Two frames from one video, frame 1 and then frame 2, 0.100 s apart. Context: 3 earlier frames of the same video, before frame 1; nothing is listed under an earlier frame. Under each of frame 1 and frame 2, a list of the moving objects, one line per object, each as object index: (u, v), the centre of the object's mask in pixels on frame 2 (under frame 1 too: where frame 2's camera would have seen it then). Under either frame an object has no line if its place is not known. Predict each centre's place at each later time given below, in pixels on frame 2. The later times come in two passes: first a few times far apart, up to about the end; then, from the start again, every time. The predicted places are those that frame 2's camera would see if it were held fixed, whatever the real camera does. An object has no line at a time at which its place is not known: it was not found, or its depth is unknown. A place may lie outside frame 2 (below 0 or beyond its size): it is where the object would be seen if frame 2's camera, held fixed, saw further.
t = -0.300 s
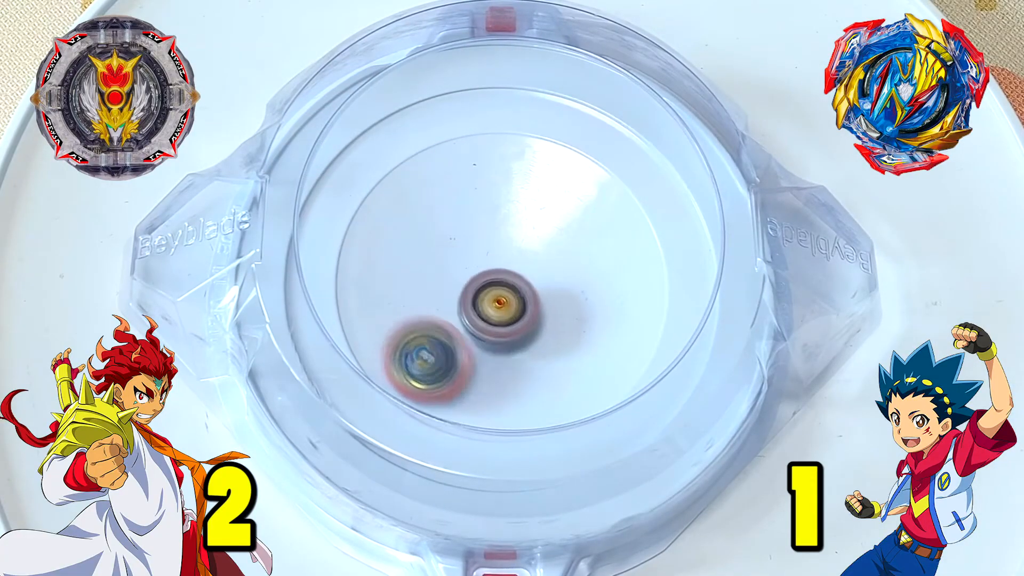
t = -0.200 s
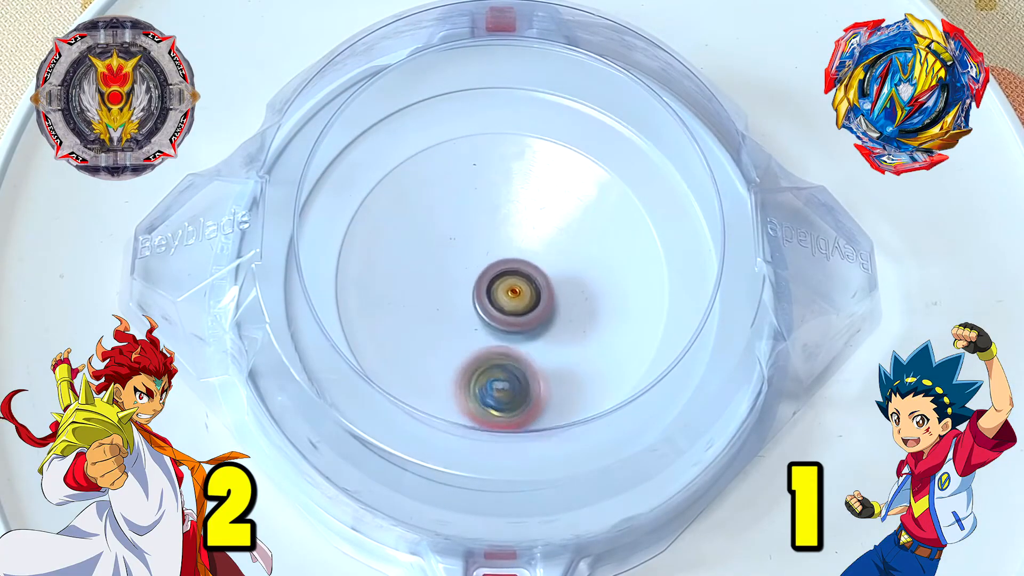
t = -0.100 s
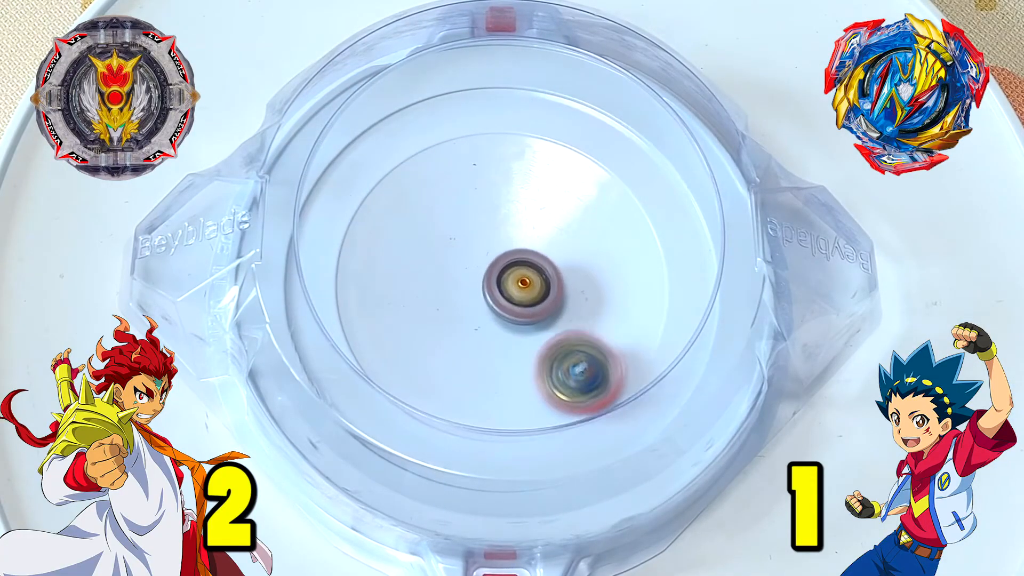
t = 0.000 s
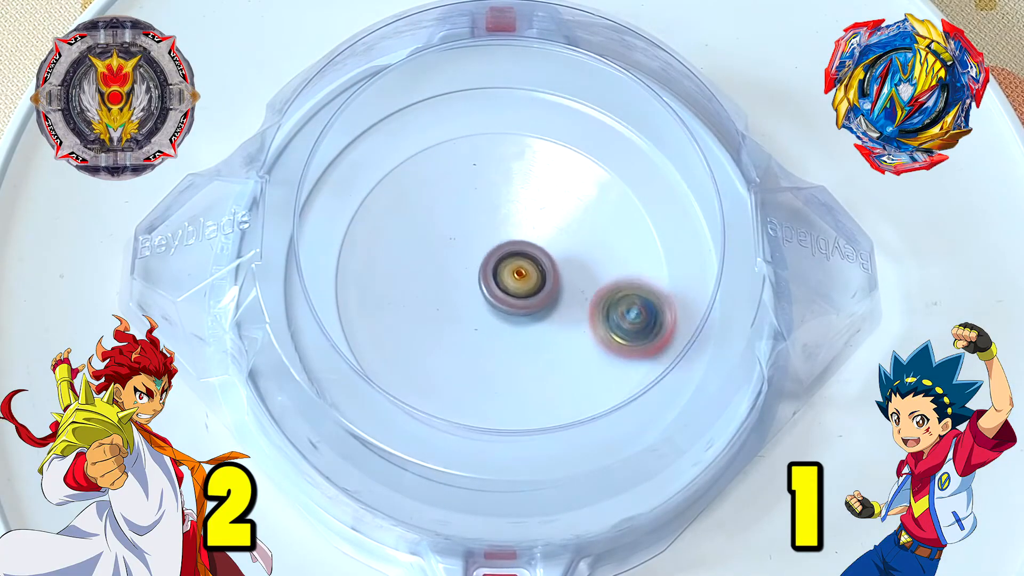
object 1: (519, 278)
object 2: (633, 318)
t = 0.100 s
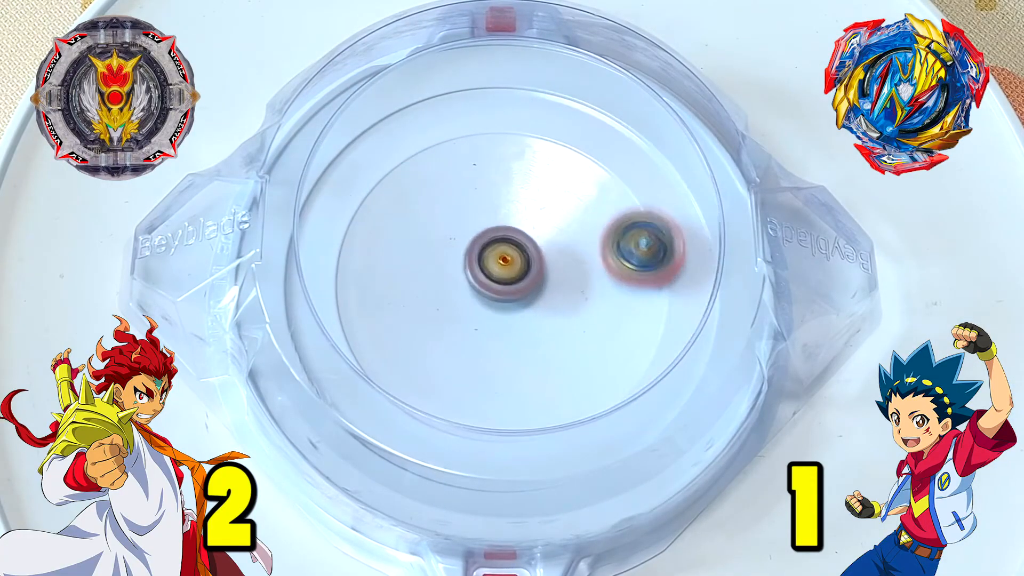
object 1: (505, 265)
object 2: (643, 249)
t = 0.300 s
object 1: (469, 260)
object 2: (550, 153)
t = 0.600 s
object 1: (495, 293)
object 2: (375, 254)
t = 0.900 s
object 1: (513, 287)
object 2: (524, 404)
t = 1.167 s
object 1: (508, 254)
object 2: (660, 282)
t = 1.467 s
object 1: (494, 281)
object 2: (513, 150)
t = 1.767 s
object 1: (496, 275)
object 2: (375, 299)
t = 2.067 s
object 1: (518, 268)
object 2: (557, 404)
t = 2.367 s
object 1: (508, 278)
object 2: (644, 243)
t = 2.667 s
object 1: (508, 278)
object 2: (456, 173)
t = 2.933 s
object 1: (514, 279)
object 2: (388, 328)
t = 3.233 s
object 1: (515, 288)
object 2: (582, 375)
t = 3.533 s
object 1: (506, 288)
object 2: (588, 197)
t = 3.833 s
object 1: (506, 285)
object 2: (399, 219)
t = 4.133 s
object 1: (503, 288)
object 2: (468, 380)
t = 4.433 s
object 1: (505, 282)
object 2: (625, 278)
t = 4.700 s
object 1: (502, 280)
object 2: (517, 173)
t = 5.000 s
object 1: (504, 278)
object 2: (399, 294)
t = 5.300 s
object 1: (508, 278)
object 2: (551, 365)
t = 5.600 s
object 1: (509, 278)
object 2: (598, 230)
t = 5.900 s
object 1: (507, 281)
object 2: (442, 221)
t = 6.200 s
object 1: (508, 281)
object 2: (471, 359)
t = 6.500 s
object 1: (508, 283)
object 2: (599, 295)
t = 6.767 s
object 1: (503, 284)
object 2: (515, 200)
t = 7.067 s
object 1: (505, 289)
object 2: (417, 293)
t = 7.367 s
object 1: (517, 274)
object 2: (543, 353)
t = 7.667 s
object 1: (500, 256)
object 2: (586, 246)
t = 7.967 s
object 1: (395, 301)
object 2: (544, 187)
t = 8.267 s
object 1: (310, 395)
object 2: (659, 151)
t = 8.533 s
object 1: (354, 374)
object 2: (686, 204)
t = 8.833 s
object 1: (459, 320)
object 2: (711, 278)
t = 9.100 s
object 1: (575, 222)
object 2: (700, 340)
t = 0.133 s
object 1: (498, 260)
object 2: (637, 227)
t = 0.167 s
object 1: (491, 257)
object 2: (626, 206)
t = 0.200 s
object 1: (485, 256)
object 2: (613, 189)
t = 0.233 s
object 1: (479, 256)
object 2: (595, 173)
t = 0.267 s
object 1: (473, 257)
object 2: (574, 161)
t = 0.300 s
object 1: (469, 260)
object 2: (550, 153)
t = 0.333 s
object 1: (466, 263)
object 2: (526, 148)
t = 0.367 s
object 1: (464, 269)
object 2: (500, 148)
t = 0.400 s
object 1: (464, 275)
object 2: (477, 151)
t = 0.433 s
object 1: (466, 281)
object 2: (452, 160)
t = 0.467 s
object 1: (471, 285)
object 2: (430, 172)
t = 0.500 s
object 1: (477, 288)
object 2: (411, 188)
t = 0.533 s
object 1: (483, 290)
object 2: (394, 207)
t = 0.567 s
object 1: (489, 292)
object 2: (382, 229)
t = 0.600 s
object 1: (495, 293)
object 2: (375, 254)
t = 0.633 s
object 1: (500, 294)
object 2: (372, 278)
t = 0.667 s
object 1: (505, 294)
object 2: (376, 303)
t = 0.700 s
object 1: (509, 293)
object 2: (385, 328)
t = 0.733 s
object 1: (512, 292)
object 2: (401, 350)
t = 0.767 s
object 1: (514, 291)
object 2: (421, 369)
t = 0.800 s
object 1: (515, 291)
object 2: (444, 385)
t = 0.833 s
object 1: (515, 291)
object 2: (469, 397)
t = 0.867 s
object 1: (514, 290)
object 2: (496, 403)
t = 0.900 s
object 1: (513, 287)
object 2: (524, 404)
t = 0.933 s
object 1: (513, 282)
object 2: (551, 401)
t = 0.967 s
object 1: (513, 278)
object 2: (577, 393)
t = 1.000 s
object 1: (514, 272)
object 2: (600, 382)
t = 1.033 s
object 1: (516, 267)
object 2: (620, 366)
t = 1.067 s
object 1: (516, 261)
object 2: (637, 347)
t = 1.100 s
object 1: (515, 257)
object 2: (649, 327)
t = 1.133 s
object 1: (512, 254)
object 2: (657, 305)
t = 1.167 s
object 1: (508, 254)
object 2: (660, 282)
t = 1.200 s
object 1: (504, 255)
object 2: (658, 257)
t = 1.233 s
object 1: (502, 259)
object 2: (651, 234)
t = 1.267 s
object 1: (500, 263)
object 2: (640, 212)
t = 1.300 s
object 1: (498, 266)
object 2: (626, 193)
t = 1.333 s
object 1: (497, 269)
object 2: (609, 178)
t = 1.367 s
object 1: (496, 273)
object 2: (589, 165)
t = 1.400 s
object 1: (495, 276)
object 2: (564, 156)
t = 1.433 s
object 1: (495, 279)
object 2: (539, 151)
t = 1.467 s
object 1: (494, 281)
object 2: (513, 150)
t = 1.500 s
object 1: (494, 283)
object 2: (489, 154)
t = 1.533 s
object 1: (494, 284)
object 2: (465, 161)
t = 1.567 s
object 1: (493, 284)
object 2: (442, 172)
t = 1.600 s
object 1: (493, 283)
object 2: (420, 187)
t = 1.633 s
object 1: (494, 283)
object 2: (402, 205)
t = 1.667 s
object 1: (494, 281)
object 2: (389, 227)
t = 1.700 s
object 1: (494, 280)
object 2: (379, 250)
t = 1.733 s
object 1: (495, 278)
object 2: (375, 275)
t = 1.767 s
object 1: (496, 275)
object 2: (375, 299)
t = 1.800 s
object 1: (500, 273)
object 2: (381, 323)
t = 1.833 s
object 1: (504, 272)
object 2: (394, 346)
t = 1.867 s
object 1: (508, 270)
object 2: (412, 365)
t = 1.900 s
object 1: (511, 269)
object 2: (431, 381)
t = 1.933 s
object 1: (514, 268)
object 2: (454, 394)
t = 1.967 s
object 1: (516, 267)
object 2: (479, 404)
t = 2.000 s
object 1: (517, 267)
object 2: (505, 408)
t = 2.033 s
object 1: (517, 268)
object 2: (532, 408)
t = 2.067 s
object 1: (518, 268)
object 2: (557, 404)
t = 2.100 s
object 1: (518, 270)
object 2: (580, 395)
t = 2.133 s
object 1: (517, 272)
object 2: (602, 383)
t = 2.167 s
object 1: (516, 273)
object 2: (619, 368)
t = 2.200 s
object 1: (515, 274)
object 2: (634, 350)
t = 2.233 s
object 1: (514, 276)
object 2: (645, 330)
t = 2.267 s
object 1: (512, 277)
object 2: (651, 308)
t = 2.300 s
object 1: (511, 277)
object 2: (653, 287)
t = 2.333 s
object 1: (510, 278)
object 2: (650, 265)
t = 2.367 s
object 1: (508, 278)
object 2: (644, 243)
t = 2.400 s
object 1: (508, 279)
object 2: (632, 222)
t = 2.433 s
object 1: (507, 279)
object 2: (617, 204)
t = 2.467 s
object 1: (506, 280)
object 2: (600, 189)
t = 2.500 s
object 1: (506, 280)
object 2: (579, 176)
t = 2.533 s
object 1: (506, 280)
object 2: (553, 167)
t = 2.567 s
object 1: (506, 279)
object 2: (528, 163)
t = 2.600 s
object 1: (506, 279)
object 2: (503, 163)
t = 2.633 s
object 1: (507, 278)
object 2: (480, 165)
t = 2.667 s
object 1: (508, 278)
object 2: (456, 173)
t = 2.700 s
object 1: (509, 278)
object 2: (434, 184)
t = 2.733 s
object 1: (510, 277)
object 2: (415, 199)
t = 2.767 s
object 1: (511, 277)
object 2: (399, 216)
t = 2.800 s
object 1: (512, 276)
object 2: (386, 237)
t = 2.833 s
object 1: (513, 276)
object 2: (379, 258)
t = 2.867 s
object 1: (513, 277)
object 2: (376, 281)
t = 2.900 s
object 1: (514, 278)
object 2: (379, 305)
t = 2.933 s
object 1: (514, 279)
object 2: (388, 328)
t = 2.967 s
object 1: (515, 281)
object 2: (401, 348)
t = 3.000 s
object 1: (515, 283)
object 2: (419, 367)
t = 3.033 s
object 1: (516, 284)
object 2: (441, 380)
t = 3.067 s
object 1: (516, 286)
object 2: (464, 389)
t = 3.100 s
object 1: (516, 287)
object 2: (487, 395)
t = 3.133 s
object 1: (516, 288)
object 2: (513, 396)
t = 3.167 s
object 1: (516, 289)
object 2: (538, 393)
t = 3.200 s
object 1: (516, 289)
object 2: (561, 387)
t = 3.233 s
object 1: (515, 288)
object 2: (582, 375)
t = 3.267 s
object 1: (515, 288)
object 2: (600, 360)
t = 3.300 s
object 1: (514, 288)
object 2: (614, 341)
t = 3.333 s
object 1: (513, 288)
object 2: (625, 321)
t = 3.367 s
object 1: (512, 287)
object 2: (630, 298)
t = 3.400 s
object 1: (511, 287)
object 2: (631, 277)
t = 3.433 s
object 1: (509, 287)
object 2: (627, 254)
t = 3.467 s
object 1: (509, 287)
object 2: (618, 232)
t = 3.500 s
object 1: (507, 287)
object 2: (605, 214)
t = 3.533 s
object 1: (506, 288)
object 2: (588, 197)
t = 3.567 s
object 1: (506, 288)
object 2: (568, 184)
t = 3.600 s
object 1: (505, 288)
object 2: (544, 175)
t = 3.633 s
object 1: (505, 288)
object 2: (521, 168)
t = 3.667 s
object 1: (505, 288)
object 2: (497, 166)
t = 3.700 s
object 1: (505, 287)
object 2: (475, 169)
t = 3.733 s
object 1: (506, 287)
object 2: (453, 176)
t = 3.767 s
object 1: (506, 287)
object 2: (431, 187)
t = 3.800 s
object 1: (506, 286)
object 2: (414, 201)
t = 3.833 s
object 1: (506, 285)
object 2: (399, 219)
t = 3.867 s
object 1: (506, 285)
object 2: (388, 239)
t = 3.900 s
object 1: (505, 284)
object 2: (381, 261)
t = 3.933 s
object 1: (504, 284)
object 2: (380, 283)
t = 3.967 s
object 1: (504, 285)
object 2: (384, 305)
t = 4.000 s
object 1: (503, 285)
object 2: (394, 325)
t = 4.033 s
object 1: (503, 286)
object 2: (407, 343)
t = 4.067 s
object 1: (503, 287)
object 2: (424, 359)
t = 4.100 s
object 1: (503, 288)
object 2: (444, 371)
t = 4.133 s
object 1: (503, 288)
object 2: (468, 380)
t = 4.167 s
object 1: (503, 288)
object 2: (493, 384)
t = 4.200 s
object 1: (504, 288)
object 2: (518, 385)
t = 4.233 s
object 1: (505, 288)
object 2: (543, 379)
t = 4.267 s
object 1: (505, 288)
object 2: (566, 370)
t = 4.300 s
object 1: (506, 287)
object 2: (586, 357)
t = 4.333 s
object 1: (506, 286)
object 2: (603, 339)
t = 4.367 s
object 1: (506, 284)
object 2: (615, 320)
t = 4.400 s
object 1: (506, 283)
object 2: (623, 299)
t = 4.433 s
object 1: (505, 282)
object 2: (625, 278)
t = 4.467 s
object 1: (504, 281)
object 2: (624, 258)
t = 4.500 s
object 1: (504, 280)
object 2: (618, 239)
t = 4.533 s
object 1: (503, 280)
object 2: (609, 223)
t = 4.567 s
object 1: (503, 280)
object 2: (597, 208)
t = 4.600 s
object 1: (502, 280)
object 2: (581, 195)
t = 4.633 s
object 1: (502, 280)
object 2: (562, 184)
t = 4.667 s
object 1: (502, 280)
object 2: (539, 177)
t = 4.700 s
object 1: (502, 280)
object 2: (517, 173)
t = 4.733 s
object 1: (502, 280)
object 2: (494, 172)
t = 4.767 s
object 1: (502, 280)
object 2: (473, 176)
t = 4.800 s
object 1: (503, 280)
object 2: (453, 185)
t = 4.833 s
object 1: (503, 279)
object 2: (433, 198)
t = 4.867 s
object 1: (504, 279)
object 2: (418, 214)
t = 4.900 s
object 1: (504, 278)
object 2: (406, 233)
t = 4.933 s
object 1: (504, 278)
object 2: (400, 254)
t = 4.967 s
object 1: (504, 278)
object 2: (397, 274)
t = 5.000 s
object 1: (504, 278)
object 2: (399, 294)
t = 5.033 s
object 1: (504, 278)
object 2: (407, 313)
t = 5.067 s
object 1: (504, 277)
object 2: (417, 331)
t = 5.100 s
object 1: (504, 276)
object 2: (432, 346)
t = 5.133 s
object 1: (504, 276)
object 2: (449, 359)
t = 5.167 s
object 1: (504, 276)
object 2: (469, 367)
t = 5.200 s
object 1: (505, 277)
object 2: (489, 372)
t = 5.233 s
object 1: (506, 277)
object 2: (511, 374)
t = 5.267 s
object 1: (506, 277)
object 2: (531, 371)
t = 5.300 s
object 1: (508, 278)
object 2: (551, 365)
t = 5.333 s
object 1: (508, 278)
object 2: (568, 355)
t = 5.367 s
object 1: (509, 278)
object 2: (585, 343)
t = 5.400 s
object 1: (510, 278)
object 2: (598, 328)
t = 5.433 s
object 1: (510, 278)
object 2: (606, 313)
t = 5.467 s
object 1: (510, 278)
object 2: (612, 296)
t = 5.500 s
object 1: (510, 278)
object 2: (614, 279)
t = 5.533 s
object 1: (510, 278)
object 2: (613, 261)
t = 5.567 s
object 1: (510, 278)
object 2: (607, 245)
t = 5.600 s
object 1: (509, 278)
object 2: (598, 230)
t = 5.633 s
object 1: (509, 277)
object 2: (587, 217)
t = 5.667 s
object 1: (508, 278)
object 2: (571, 206)
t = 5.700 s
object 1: (508, 278)
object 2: (553, 198)
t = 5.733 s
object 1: (507, 278)
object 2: (532, 193)
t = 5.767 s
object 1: (507, 279)
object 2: (511, 191)
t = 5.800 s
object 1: (506, 280)
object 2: (493, 192)
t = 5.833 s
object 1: (506, 280)
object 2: (473, 199)
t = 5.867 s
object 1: (506, 281)
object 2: (457, 208)
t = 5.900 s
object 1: (507, 281)
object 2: (442, 221)
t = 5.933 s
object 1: (507, 281)
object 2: (430, 235)
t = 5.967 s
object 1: (507, 281)
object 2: (422, 253)
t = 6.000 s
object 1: (508, 282)
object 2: (418, 270)
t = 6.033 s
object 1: (508, 282)
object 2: (417, 289)
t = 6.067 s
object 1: (508, 283)
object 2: (421, 307)
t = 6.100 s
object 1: (508, 282)
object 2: (429, 323)
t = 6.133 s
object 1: (508, 283)
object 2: (441, 338)
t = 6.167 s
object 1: (508, 281)
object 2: (455, 350)
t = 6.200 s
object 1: (508, 281)
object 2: (471, 359)
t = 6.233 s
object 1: (507, 281)
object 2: (489, 364)
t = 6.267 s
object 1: (507, 282)
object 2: (508, 367)
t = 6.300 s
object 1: (507, 282)
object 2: (526, 366)
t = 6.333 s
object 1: (507, 282)
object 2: (544, 360)
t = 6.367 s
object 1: (507, 282)
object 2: (560, 352)
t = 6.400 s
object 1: (507, 282)
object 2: (574, 340)
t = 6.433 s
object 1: (507, 283)
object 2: (586, 327)
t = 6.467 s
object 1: (507, 283)
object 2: (593, 311)
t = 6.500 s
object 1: (508, 283)
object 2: (599, 295)
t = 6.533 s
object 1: (508, 283)
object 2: (599, 279)
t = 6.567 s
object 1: (508, 283)
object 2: (597, 262)
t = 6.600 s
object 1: (508, 283)
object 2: (589, 247)
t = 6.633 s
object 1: (508, 282)
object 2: (580, 234)
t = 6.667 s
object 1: (508, 282)
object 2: (566, 223)
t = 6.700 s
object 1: (507, 282)
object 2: (550, 213)
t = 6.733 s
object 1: (505, 284)
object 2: (532, 206)
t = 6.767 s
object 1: (503, 284)
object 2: (515, 200)
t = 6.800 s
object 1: (502, 285)
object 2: (498, 200)
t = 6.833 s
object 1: (501, 285)
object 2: (481, 203)
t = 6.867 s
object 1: (501, 285)
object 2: (466, 209)
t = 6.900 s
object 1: (500, 286)
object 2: (451, 218)
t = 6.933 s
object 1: (501, 286)
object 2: (439, 230)
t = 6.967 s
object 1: (503, 288)
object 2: (427, 244)
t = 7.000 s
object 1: (503, 289)
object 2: (420, 260)
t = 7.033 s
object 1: (504, 288)
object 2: (417, 278)
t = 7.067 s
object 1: (505, 289)
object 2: (417, 293)
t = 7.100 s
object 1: (506, 288)
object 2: (423, 310)
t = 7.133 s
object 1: (508, 287)
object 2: (431, 324)
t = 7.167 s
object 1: (510, 286)
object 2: (444, 337)
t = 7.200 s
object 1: (511, 284)
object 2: (458, 347)
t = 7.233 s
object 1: (514, 281)
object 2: (474, 355)
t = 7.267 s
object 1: (516, 278)
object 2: (491, 361)
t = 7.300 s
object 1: (518, 277)
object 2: (509, 362)
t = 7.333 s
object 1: (518, 275)
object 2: (527, 359)
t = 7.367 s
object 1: (517, 274)
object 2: (543, 353)
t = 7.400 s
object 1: (517, 270)
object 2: (558, 347)
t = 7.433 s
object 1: (516, 266)
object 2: (572, 339)
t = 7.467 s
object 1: (516, 264)
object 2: (582, 327)
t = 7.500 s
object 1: (514, 263)
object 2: (590, 313)
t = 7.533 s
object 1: (513, 263)
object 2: (595, 298)
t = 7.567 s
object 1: (511, 263)
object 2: (597, 282)
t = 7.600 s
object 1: (508, 261)
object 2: (597, 269)
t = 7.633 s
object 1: (505, 258)
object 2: (592, 257)
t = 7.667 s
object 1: (500, 256)
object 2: (586, 246)
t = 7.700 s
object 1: (494, 255)
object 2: (578, 236)
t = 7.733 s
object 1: (486, 254)
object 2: (569, 228)
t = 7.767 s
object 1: (480, 255)
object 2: (555, 221)
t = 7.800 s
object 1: (467, 257)
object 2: (547, 215)
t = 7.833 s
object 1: (458, 260)
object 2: (538, 212)
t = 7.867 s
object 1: (453, 263)
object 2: (524, 211)
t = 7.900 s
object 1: (451, 266)
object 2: (510, 211)
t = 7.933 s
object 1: (429, 280)
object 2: (516, 203)
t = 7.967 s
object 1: (395, 301)
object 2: (544, 187)
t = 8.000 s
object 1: (368, 319)
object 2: (567, 173)
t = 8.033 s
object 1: (343, 338)
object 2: (585, 162)
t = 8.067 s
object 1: (321, 360)
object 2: (597, 156)
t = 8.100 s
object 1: (309, 369)
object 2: (606, 152)
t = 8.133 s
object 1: (303, 382)
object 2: (615, 151)
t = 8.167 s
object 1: (298, 389)
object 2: (625, 149)
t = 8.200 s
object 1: (299, 395)
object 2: (637, 149)
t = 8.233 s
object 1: (304, 396)
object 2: (649, 150)
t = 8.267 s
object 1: (310, 395)
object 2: (659, 151)
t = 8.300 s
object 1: (315, 395)
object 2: (661, 158)
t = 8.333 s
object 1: (319, 393)
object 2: (661, 165)
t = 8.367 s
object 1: (324, 391)
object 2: (663, 170)
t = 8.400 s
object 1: (327, 389)
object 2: (666, 177)
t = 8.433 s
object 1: (329, 386)
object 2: (671, 184)
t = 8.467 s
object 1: (336, 383)
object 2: (676, 191)
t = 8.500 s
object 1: (345, 377)
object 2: (681, 198)
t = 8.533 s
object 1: (354, 374)
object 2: (686, 204)
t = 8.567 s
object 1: (360, 370)
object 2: (693, 210)
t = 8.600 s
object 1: (366, 365)
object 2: (686, 218)
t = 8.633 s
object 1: (372, 360)
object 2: (686, 226)
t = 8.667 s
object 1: (382, 355)
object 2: (692, 233)
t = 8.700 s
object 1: (394, 349)
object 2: (695, 242)
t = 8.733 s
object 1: (408, 342)
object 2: (701, 251)
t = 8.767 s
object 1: (423, 336)
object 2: (708, 262)
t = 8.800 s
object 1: (440, 328)
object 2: (712, 270)
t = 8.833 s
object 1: (459, 320)
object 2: (711, 278)
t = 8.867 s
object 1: (480, 312)
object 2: (707, 284)
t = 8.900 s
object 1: (500, 302)
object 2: (703, 290)
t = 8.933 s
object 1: (519, 292)
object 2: (703, 298)
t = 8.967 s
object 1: (537, 280)
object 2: (703, 307)
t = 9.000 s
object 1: (551, 267)
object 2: (704, 319)
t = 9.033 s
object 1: (562, 252)
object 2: (705, 328)
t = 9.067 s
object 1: (569, 236)
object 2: (703, 335)
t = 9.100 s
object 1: (575, 222)
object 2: (700, 340)
